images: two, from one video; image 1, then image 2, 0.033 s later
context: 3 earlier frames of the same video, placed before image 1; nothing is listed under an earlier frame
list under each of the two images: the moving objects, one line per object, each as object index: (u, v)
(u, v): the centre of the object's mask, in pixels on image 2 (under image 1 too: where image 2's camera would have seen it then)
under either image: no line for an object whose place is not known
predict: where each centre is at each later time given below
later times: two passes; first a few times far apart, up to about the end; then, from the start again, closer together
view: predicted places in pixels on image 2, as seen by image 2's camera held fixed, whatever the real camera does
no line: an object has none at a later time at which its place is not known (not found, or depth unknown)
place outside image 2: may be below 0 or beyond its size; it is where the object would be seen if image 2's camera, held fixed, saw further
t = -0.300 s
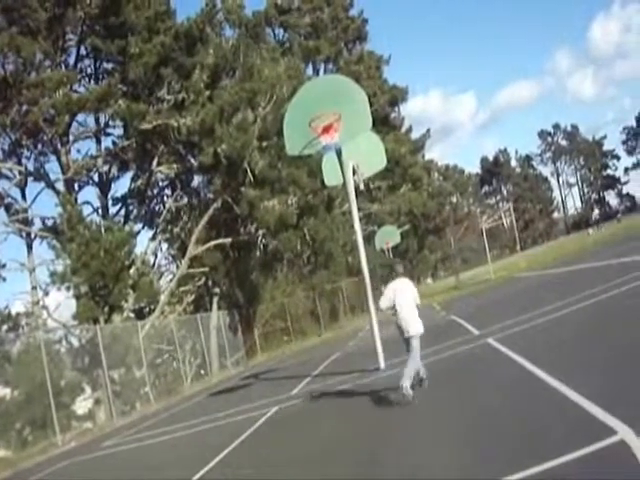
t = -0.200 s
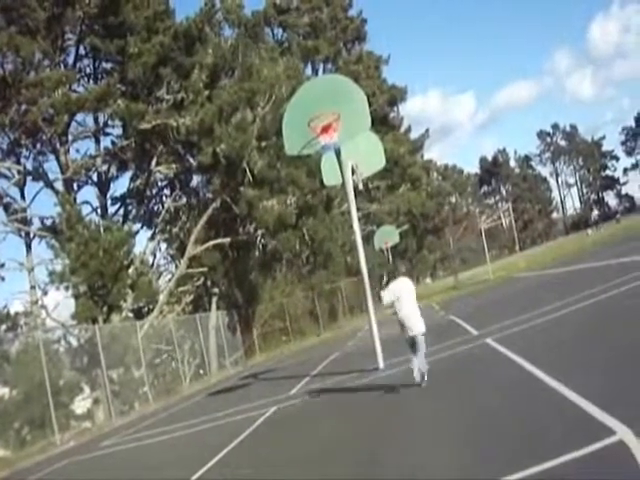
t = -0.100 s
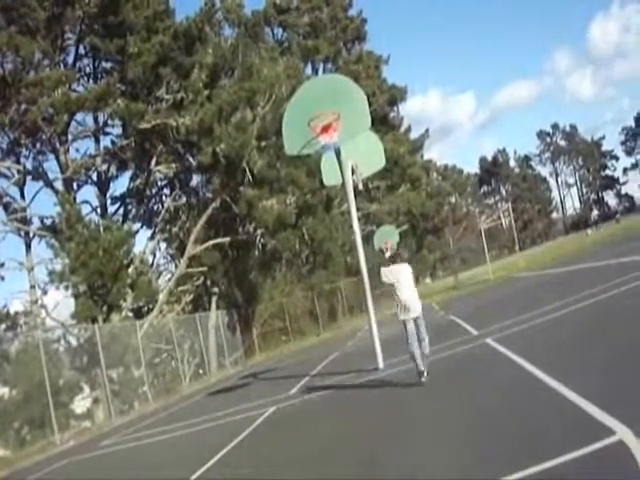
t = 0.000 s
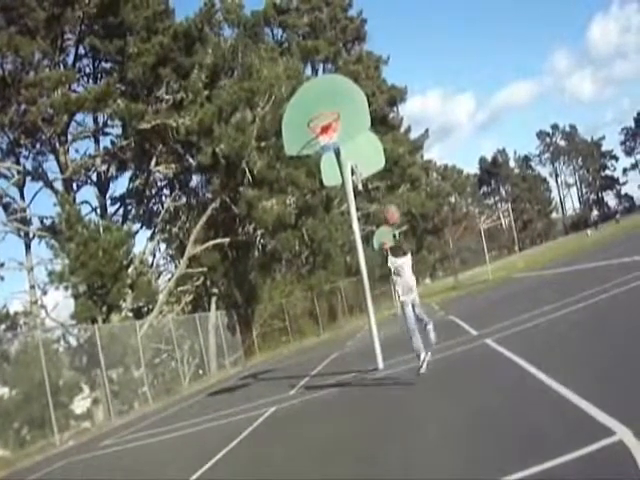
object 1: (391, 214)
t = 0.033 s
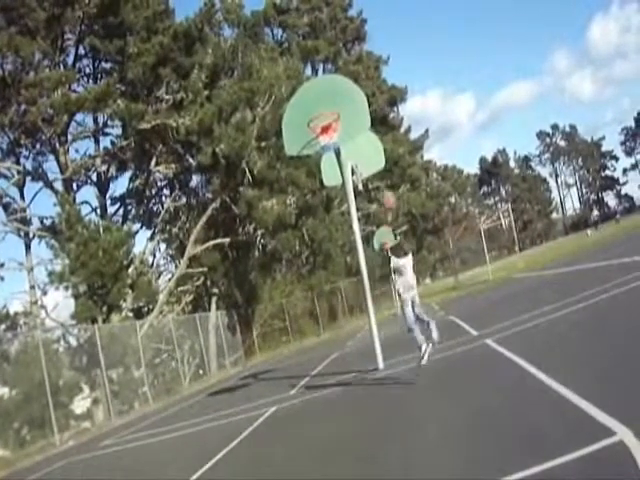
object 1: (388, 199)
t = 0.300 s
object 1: (353, 118)
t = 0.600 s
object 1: (334, 104)
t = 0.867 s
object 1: (328, 105)
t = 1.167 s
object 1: (325, 150)
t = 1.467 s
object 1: (337, 253)
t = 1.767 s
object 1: (347, 351)
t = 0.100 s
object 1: (377, 171)
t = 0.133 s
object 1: (372, 160)
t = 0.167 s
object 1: (367, 150)
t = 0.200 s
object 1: (362, 140)
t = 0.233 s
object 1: (360, 133)
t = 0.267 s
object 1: (356, 126)
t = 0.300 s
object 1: (353, 118)
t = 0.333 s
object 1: (349, 113)
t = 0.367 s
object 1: (346, 108)
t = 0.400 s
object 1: (344, 105)
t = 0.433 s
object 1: (342, 103)
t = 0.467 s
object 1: (340, 102)
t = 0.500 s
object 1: (339, 102)
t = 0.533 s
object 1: (337, 103)
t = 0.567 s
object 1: (335, 103)
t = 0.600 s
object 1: (334, 104)
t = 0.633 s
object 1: (334, 104)
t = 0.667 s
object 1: (333, 103)
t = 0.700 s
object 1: (333, 103)
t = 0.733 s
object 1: (332, 104)
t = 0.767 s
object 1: (331, 104)
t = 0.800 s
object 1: (330, 104)
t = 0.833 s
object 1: (329, 104)
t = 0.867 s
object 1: (328, 105)
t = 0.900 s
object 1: (326, 106)
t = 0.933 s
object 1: (325, 107)
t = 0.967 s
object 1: (325, 112)
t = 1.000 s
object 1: (326, 118)
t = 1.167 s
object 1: (325, 150)
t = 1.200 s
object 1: (325, 155)
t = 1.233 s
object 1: (326, 164)
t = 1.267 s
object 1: (327, 177)
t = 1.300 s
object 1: (329, 186)
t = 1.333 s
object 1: (330, 198)
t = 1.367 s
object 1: (331, 212)
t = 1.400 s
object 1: (332, 225)
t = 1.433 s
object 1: (334, 240)
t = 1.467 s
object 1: (337, 253)
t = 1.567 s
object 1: (346, 309)
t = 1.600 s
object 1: (348, 329)
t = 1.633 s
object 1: (349, 349)
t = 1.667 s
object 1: (349, 370)
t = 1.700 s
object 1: (351, 383)
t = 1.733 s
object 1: (347, 367)
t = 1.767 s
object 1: (347, 351)
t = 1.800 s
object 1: (342, 338)
